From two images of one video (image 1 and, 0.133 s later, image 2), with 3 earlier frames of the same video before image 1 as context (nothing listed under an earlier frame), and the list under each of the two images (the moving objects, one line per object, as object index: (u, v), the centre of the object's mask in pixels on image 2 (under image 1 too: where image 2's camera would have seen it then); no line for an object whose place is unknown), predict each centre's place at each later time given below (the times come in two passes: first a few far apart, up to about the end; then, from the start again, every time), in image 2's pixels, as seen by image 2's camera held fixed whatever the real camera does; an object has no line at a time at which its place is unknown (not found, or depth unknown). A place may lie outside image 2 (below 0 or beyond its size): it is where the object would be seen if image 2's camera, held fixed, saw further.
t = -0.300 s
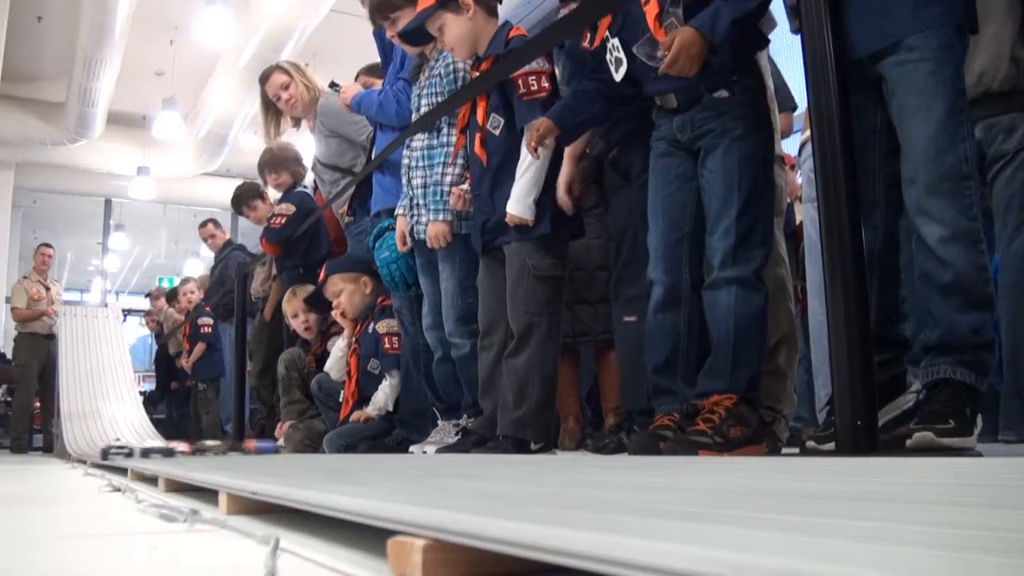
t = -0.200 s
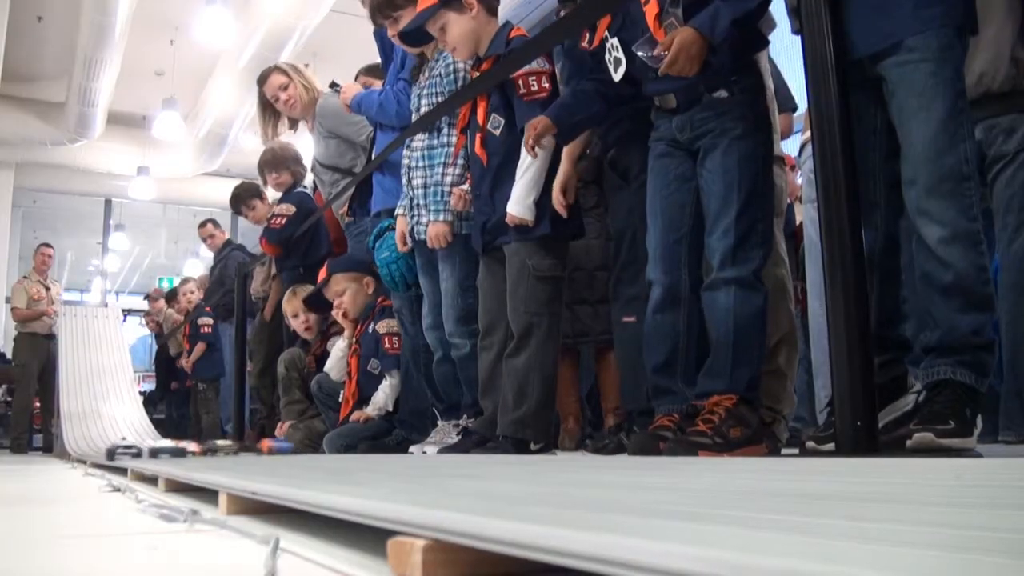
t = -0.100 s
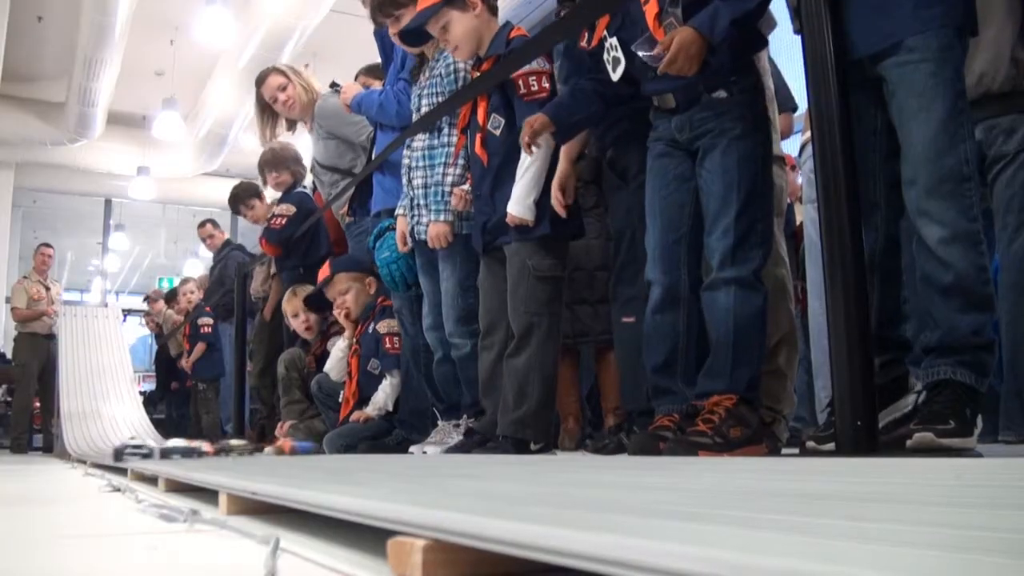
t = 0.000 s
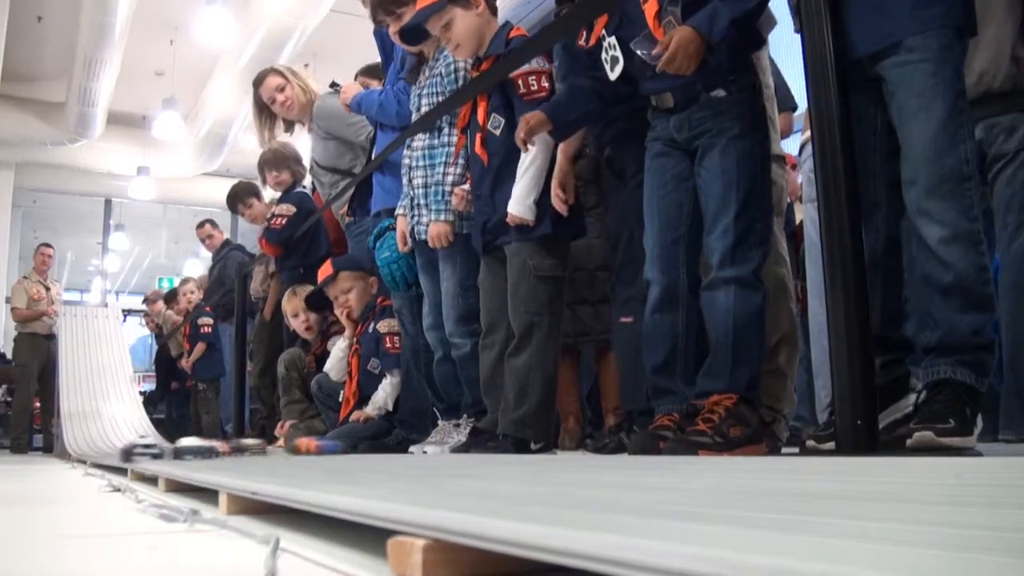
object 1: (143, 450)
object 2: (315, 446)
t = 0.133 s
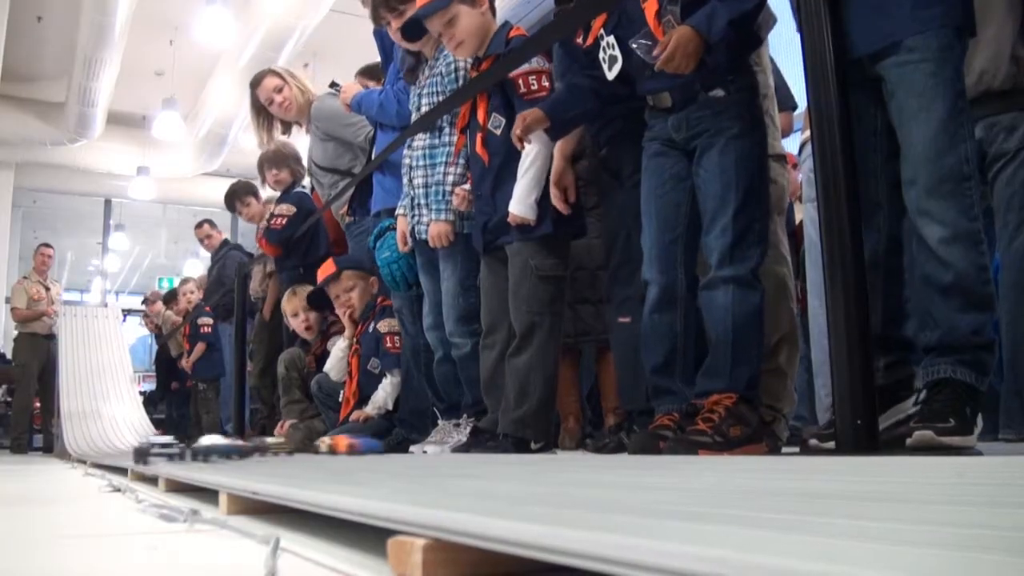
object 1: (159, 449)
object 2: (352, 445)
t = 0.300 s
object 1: (187, 450)
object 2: (410, 443)
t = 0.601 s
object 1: (282, 452)
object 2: (592, 441)
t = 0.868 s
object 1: (575, 454)
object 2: (934, 430)
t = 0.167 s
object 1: (164, 449)
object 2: (359, 444)
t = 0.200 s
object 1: (171, 450)
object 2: (368, 444)
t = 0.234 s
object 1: (175, 450)
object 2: (387, 443)
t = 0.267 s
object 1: (180, 450)
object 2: (397, 443)
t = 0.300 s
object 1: (187, 450)
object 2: (410, 443)
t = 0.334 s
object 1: (193, 449)
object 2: (425, 443)
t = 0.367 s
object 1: (203, 450)
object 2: (443, 443)
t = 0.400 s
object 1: (212, 451)
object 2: (463, 443)
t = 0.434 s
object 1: (221, 451)
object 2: (476, 443)
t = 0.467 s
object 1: (230, 451)
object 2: (496, 443)
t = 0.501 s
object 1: (242, 452)
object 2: (515, 442)
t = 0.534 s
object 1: (253, 453)
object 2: (538, 441)
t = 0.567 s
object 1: (268, 452)
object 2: (561, 441)
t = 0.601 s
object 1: (282, 452)
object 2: (592, 441)
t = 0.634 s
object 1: (300, 453)
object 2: (616, 441)
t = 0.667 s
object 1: (322, 453)
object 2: (644, 441)
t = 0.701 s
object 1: (347, 455)
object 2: (682, 441)
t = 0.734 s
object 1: (378, 456)
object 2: (722, 440)
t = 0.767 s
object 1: (418, 457)
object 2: (768, 439)
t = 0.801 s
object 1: (461, 454)
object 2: (808, 438)
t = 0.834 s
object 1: (532, 454)
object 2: (861, 435)
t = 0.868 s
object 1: (575, 454)
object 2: (934, 430)
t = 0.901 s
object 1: (644, 456)
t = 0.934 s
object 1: (752, 458)
